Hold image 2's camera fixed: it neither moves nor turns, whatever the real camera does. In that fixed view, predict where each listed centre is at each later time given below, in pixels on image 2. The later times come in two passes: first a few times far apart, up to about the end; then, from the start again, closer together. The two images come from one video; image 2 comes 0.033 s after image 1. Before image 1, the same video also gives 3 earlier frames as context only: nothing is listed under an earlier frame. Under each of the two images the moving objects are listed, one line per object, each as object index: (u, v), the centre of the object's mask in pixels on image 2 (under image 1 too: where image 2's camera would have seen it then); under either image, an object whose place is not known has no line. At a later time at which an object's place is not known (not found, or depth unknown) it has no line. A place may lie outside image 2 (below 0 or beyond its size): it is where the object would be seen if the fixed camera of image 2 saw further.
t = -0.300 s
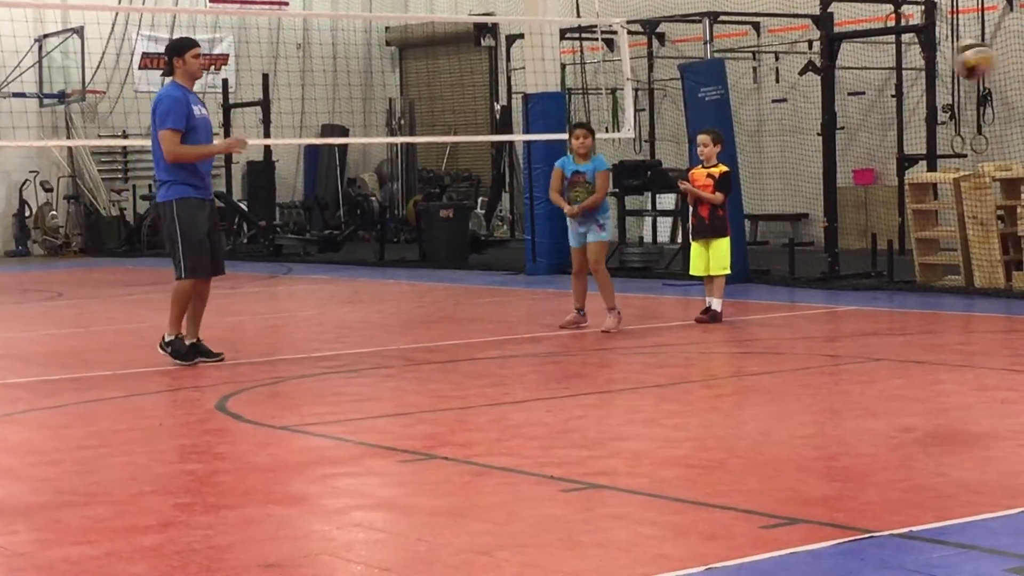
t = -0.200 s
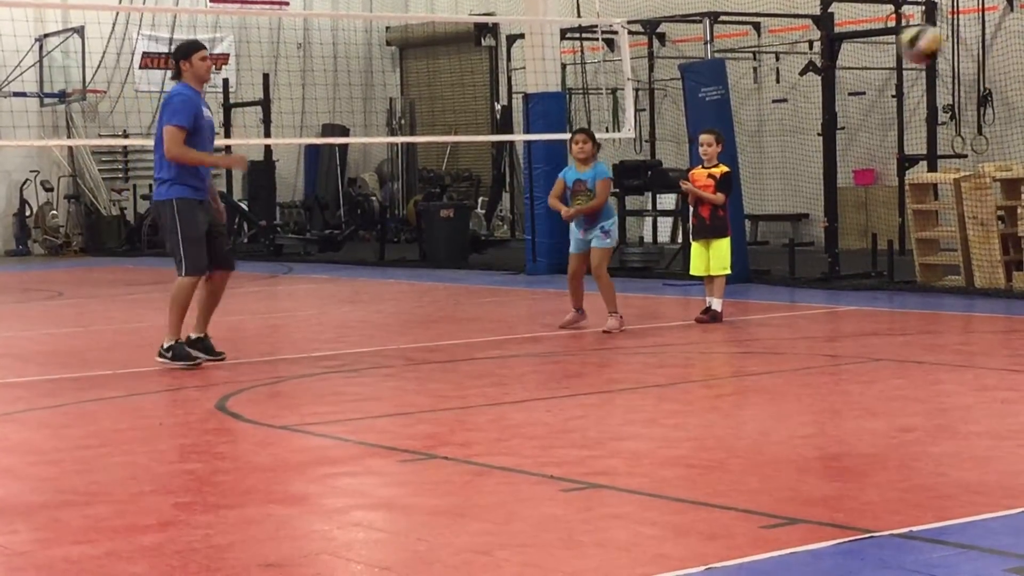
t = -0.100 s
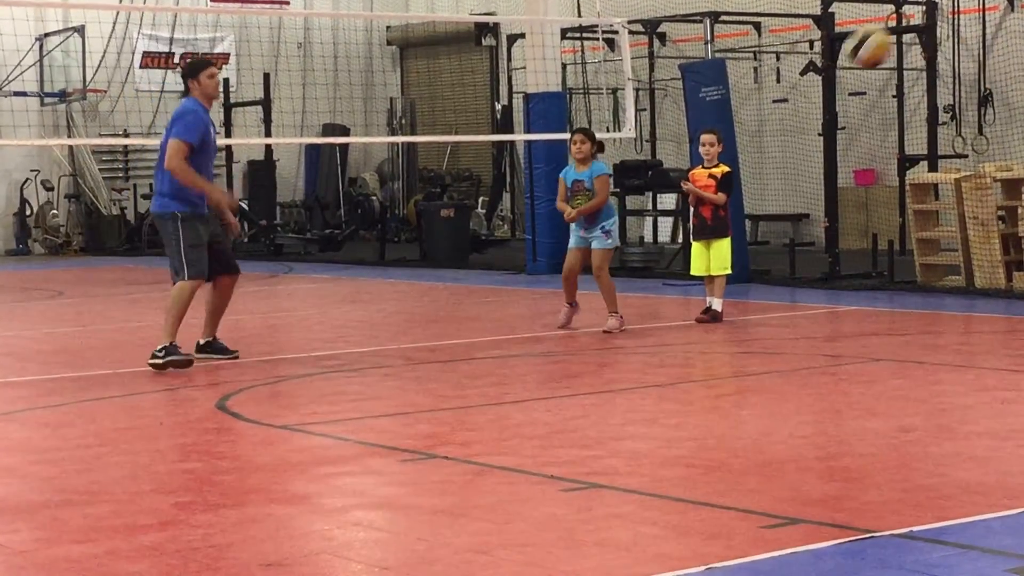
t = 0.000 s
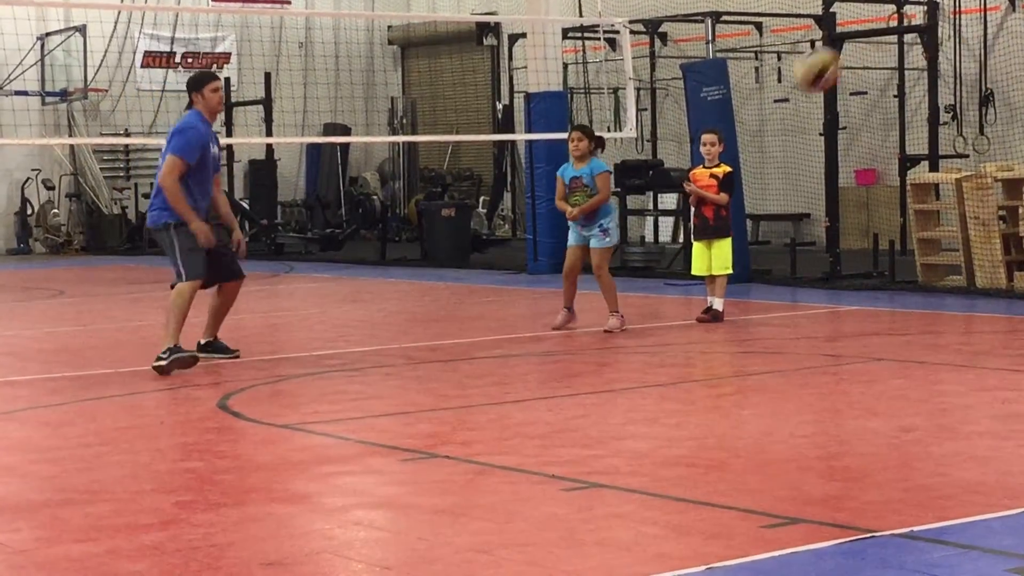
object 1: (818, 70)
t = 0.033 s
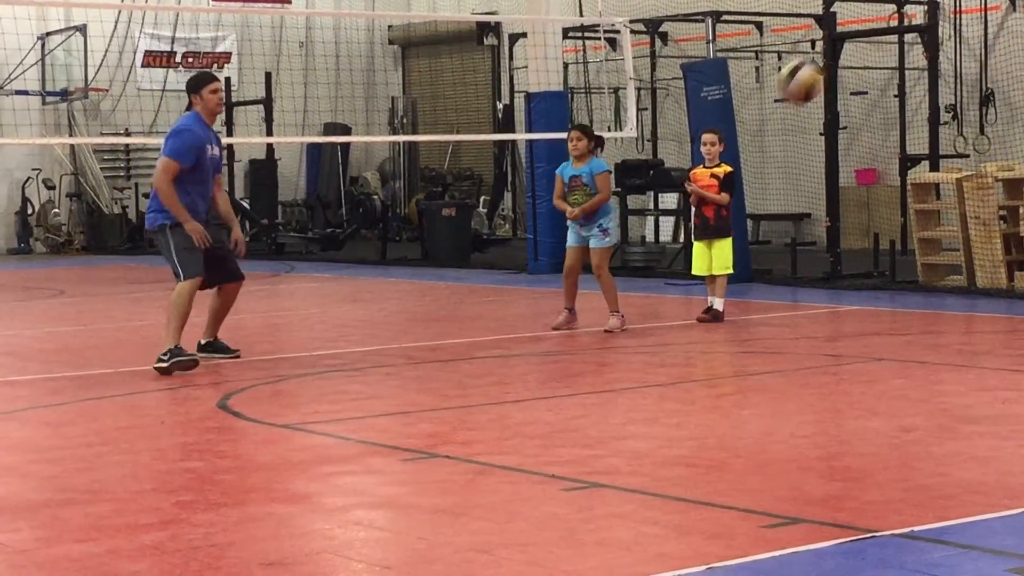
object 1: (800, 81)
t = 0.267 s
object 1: (667, 244)
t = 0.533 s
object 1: (526, 265)
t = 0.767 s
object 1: (406, 167)
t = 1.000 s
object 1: (275, 189)
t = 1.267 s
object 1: (112, 398)
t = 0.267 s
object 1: (667, 244)
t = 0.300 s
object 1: (650, 272)
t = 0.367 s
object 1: (609, 353)
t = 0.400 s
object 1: (591, 372)
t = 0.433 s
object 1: (575, 344)
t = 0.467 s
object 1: (557, 312)
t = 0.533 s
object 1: (526, 265)
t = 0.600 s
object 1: (495, 229)
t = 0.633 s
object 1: (474, 210)
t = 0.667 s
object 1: (458, 196)
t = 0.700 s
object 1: (441, 184)
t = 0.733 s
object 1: (426, 177)
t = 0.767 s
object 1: (406, 167)
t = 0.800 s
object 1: (389, 162)
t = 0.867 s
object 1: (350, 160)
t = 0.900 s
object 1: (331, 165)
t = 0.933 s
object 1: (312, 169)
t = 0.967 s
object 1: (293, 179)
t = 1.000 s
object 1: (275, 189)
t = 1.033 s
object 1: (255, 204)
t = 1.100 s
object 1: (216, 241)
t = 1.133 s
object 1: (194, 266)
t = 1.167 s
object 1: (174, 293)
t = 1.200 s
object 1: (154, 326)
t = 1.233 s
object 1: (133, 360)
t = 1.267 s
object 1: (112, 398)
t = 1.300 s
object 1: (90, 438)
